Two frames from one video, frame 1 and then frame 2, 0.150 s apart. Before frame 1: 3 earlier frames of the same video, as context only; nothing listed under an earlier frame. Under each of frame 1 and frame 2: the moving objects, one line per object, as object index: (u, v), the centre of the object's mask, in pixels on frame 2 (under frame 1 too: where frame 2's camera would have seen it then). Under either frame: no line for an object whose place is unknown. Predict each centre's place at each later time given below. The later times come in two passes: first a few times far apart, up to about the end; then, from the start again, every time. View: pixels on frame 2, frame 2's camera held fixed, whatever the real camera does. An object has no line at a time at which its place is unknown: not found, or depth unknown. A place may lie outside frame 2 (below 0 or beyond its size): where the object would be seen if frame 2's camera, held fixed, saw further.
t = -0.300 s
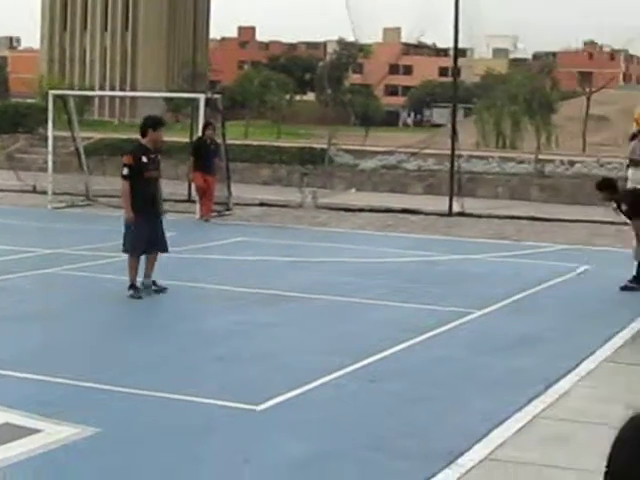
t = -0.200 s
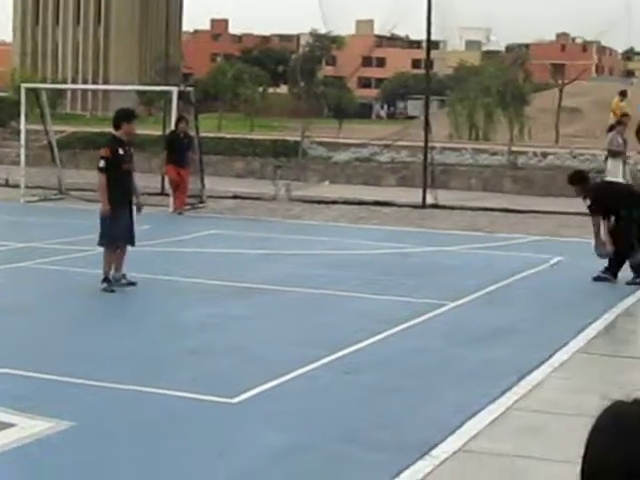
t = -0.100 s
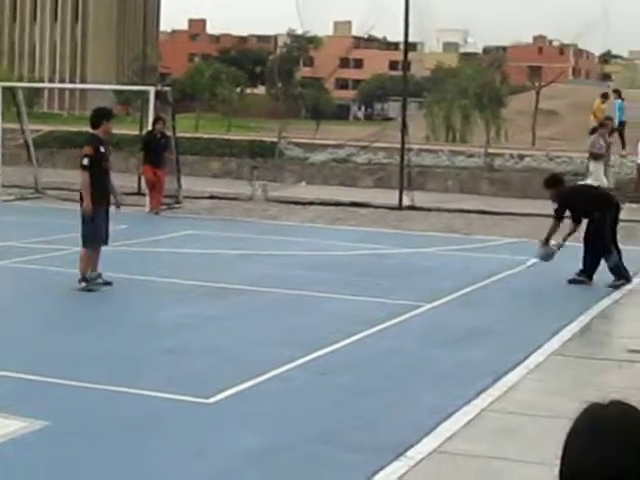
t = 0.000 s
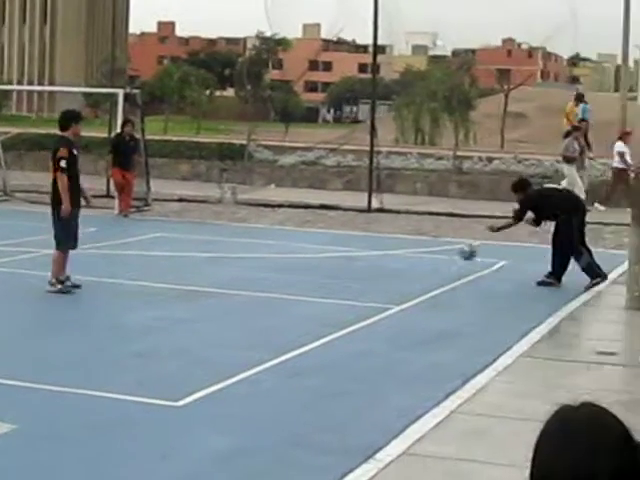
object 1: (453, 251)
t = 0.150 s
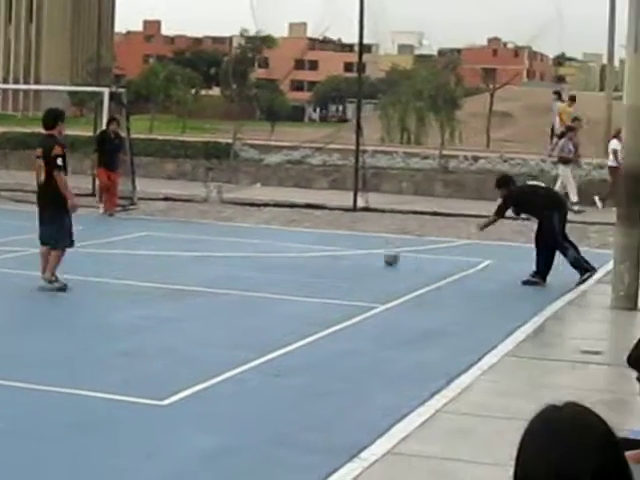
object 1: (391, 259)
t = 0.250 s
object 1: (364, 244)
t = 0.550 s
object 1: (294, 238)
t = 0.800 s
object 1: (244, 229)
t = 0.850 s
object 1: (234, 233)
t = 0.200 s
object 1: (378, 249)
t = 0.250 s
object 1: (364, 244)
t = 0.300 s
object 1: (352, 240)
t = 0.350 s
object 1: (340, 238)
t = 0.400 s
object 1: (327, 240)
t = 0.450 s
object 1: (316, 242)
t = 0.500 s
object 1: (305, 245)
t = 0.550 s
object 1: (294, 238)
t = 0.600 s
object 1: (285, 232)
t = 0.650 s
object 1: (274, 228)
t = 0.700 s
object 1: (264, 227)
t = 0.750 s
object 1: (255, 227)
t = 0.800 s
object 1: (244, 229)
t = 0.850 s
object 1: (234, 233)
